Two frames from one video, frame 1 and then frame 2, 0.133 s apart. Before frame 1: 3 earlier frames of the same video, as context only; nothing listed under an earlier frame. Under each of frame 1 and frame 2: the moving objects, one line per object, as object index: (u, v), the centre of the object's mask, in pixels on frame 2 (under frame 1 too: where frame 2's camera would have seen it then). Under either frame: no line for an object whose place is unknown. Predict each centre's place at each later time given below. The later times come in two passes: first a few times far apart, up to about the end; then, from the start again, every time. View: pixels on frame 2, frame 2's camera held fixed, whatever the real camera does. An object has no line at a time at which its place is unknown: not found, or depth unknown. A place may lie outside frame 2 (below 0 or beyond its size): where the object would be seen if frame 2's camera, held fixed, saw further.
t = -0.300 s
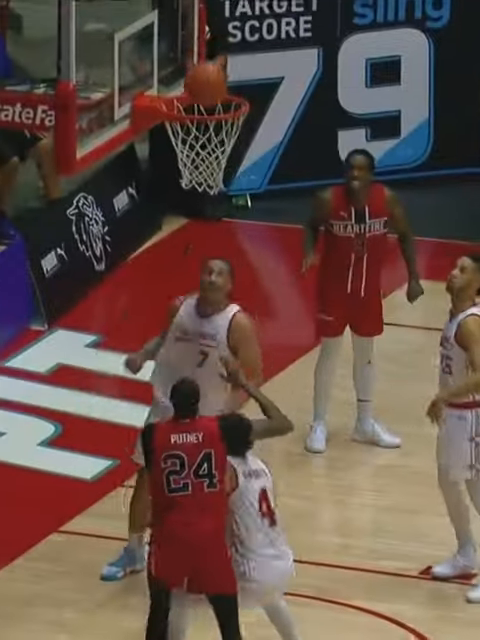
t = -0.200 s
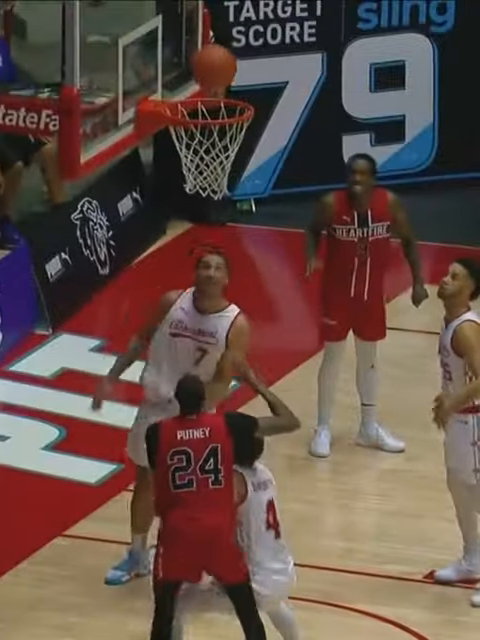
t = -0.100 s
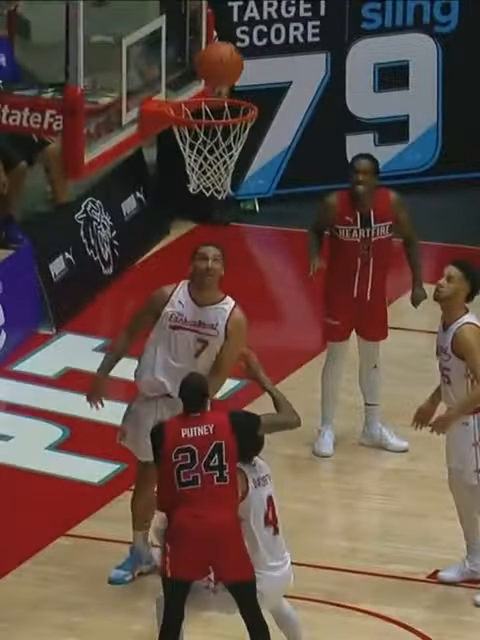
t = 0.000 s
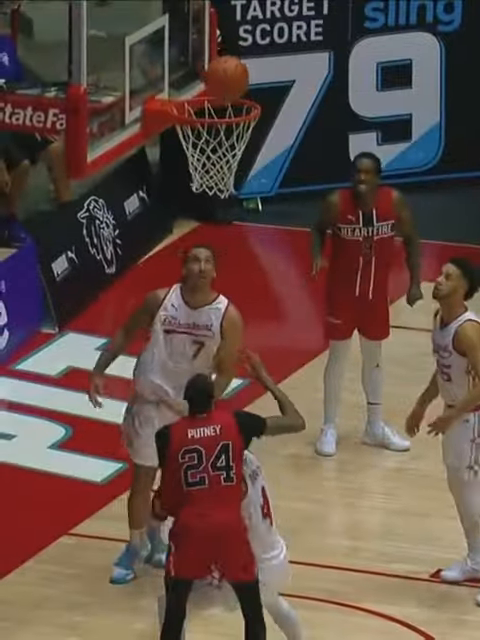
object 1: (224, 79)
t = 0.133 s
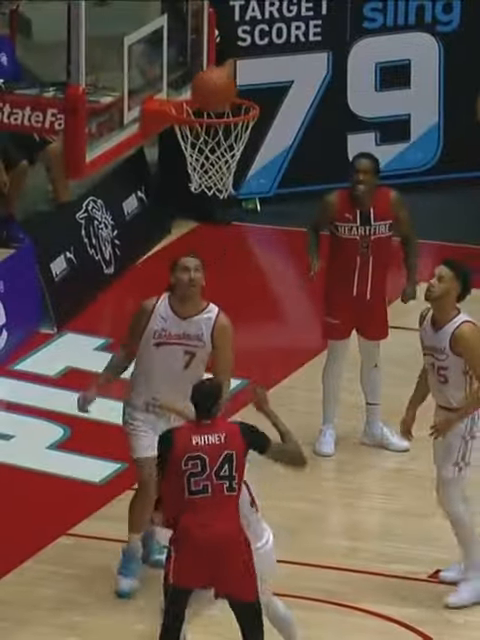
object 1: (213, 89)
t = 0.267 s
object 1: (194, 114)
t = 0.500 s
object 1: (212, 182)
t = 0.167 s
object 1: (208, 92)
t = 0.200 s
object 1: (204, 96)
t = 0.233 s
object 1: (200, 100)
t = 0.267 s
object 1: (194, 114)
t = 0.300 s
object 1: (194, 117)
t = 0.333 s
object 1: (196, 123)
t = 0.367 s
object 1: (198, 134)
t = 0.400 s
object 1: (202, 141)
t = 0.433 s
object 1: (205, 154)
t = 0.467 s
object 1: (208, 165)
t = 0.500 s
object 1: (212, 182)
